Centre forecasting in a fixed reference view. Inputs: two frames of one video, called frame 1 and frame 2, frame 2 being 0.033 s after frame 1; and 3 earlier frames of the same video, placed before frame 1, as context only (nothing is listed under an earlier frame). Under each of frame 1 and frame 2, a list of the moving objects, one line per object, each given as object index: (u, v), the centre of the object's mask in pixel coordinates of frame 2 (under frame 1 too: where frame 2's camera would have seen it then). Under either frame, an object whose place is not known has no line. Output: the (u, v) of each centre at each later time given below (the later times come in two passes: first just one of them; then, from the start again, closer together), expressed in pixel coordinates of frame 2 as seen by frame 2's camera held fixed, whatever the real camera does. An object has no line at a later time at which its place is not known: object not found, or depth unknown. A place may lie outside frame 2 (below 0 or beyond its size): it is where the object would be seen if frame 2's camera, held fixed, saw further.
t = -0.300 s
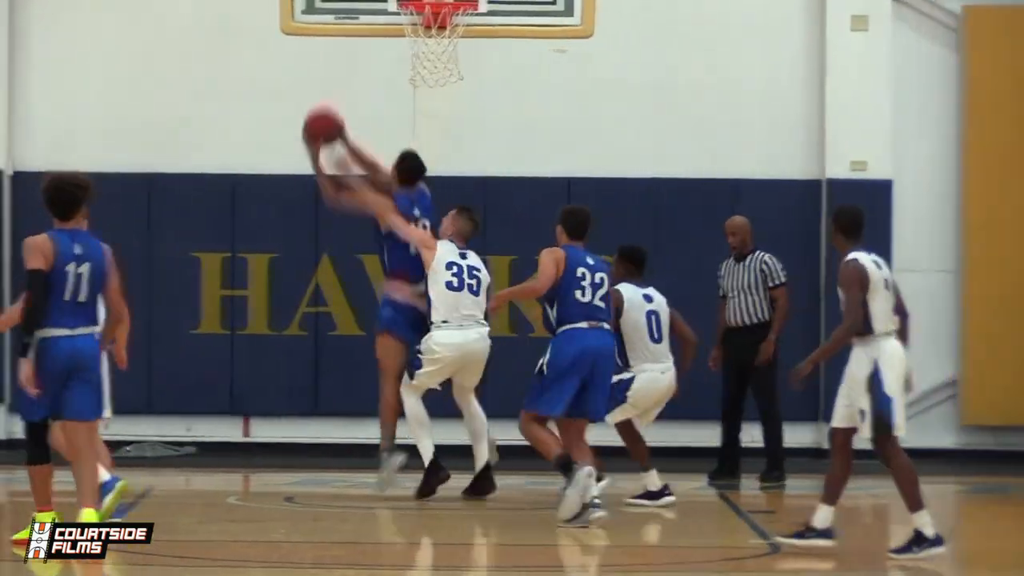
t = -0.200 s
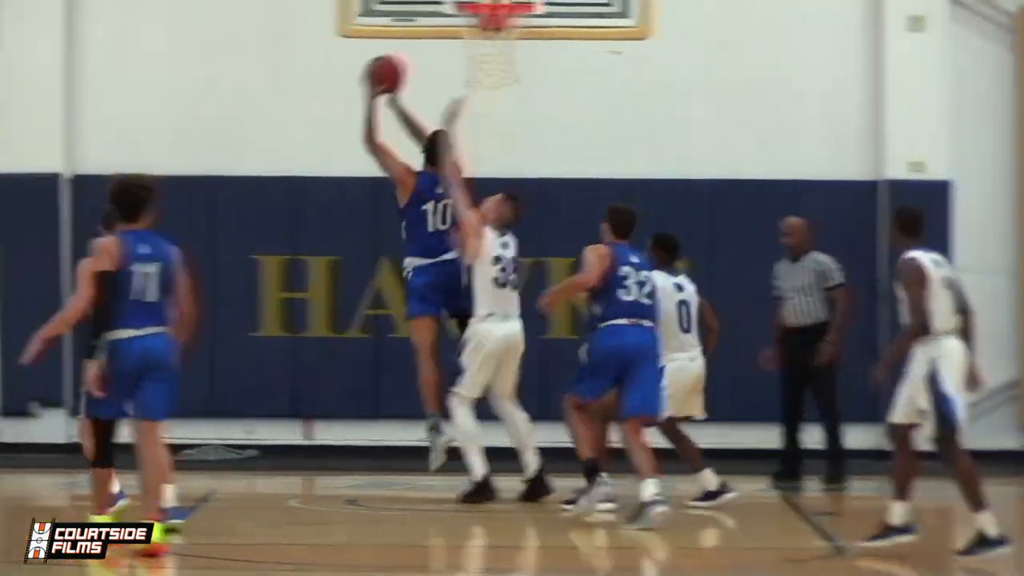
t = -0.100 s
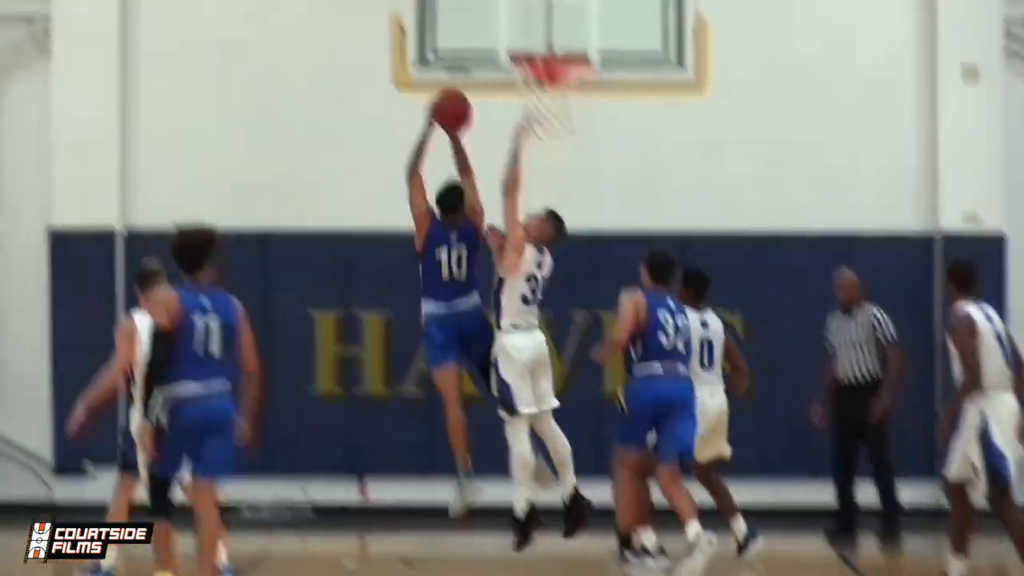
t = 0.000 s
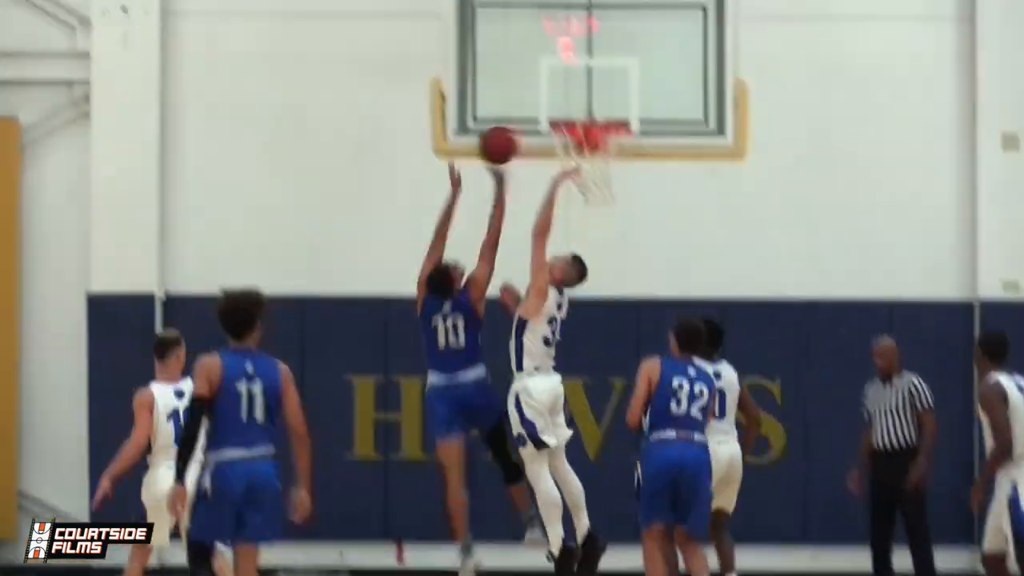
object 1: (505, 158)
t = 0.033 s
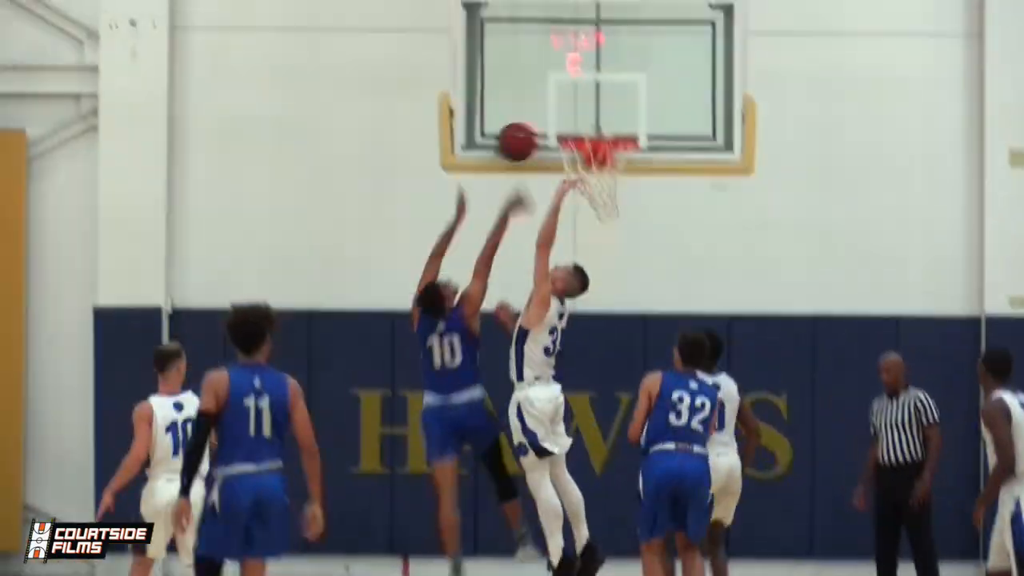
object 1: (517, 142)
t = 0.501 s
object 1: (573, 115)
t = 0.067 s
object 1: (527, 125)
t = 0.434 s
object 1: (565, 115)
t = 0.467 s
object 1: (568, 119)
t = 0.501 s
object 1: (573, 115)
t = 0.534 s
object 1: (579, 113)
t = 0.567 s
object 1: (584, 112)
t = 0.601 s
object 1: (589, 114)
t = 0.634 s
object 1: (594, 116)
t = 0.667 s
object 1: (599, 120)
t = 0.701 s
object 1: (605, 124)
